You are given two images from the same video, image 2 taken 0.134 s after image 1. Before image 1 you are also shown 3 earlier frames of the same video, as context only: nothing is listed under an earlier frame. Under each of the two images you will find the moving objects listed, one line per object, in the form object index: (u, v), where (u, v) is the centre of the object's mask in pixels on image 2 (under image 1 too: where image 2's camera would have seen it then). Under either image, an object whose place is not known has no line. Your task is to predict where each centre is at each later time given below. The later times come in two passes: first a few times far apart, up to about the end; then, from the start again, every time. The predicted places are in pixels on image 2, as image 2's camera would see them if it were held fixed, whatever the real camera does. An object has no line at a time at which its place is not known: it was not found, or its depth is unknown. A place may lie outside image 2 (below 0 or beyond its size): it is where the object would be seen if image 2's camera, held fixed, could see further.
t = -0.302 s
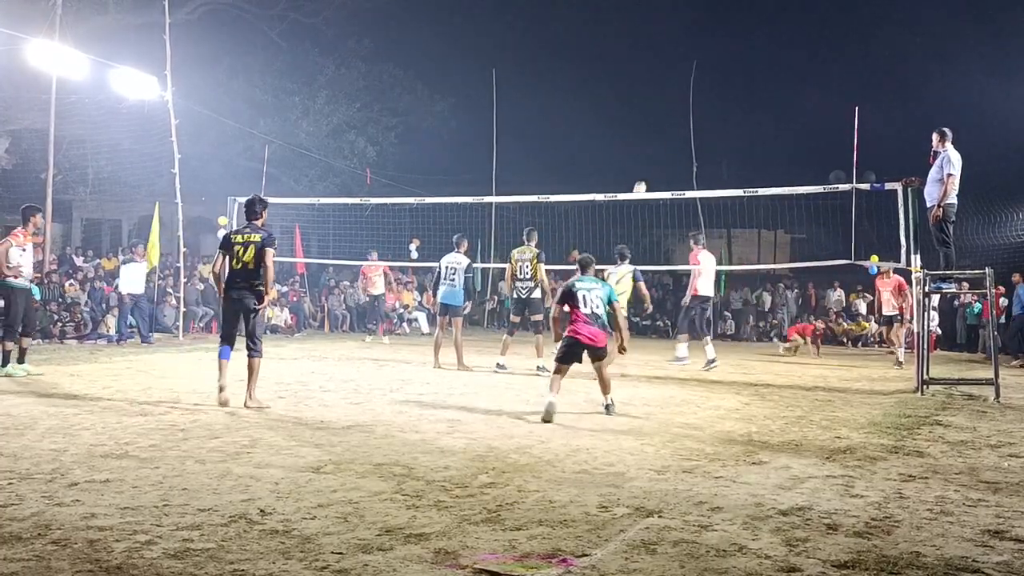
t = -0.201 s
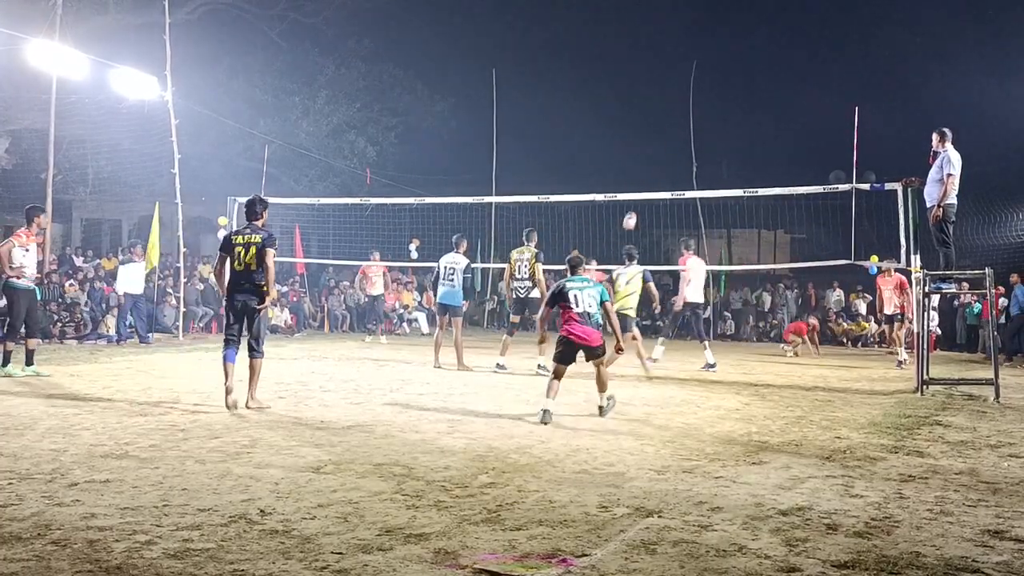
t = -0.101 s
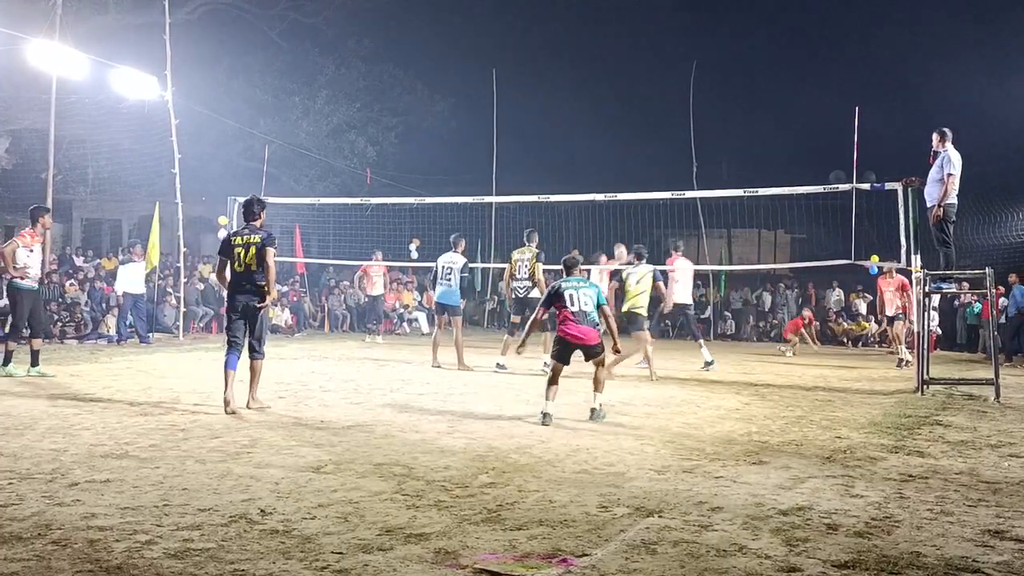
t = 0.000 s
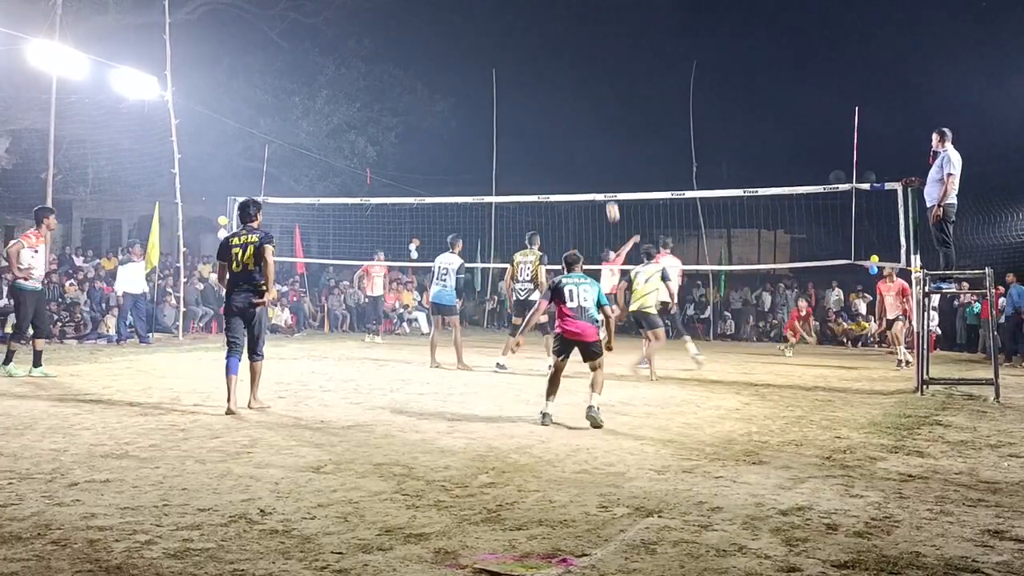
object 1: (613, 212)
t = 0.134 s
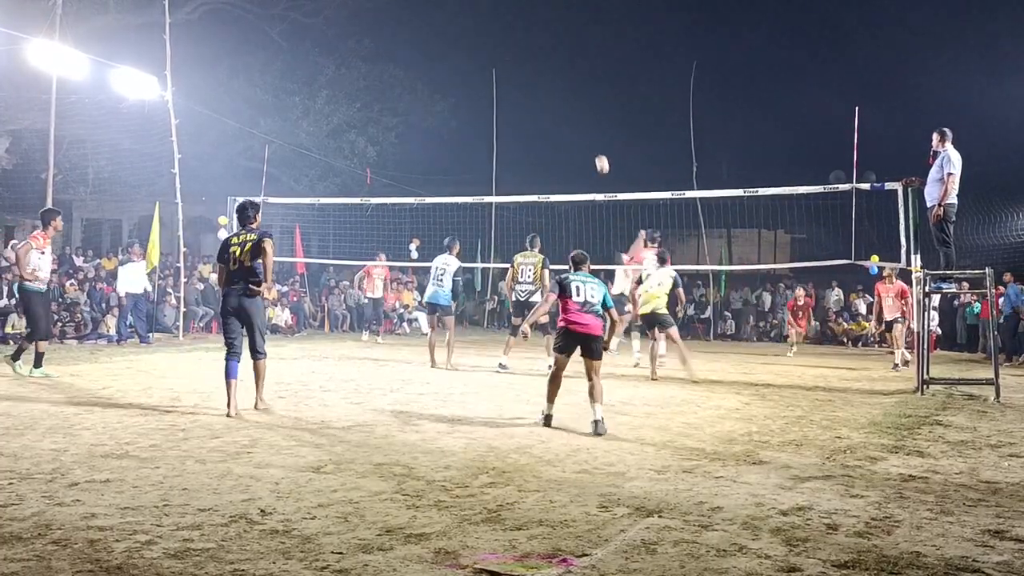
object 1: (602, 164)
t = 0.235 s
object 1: (594, 135)
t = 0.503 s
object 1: (570, 87)
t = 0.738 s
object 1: (548, 78)
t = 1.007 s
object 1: (523, 104)
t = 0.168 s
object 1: (599, 154)
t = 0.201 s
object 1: (596, 144)
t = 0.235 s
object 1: (594, 135)
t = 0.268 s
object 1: (591, 127)
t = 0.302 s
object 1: (588, 119)
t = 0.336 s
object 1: (585, 113)
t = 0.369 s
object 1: (582, 106)
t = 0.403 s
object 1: (579, 100)
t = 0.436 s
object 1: (576, 95)
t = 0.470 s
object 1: (573, 91)
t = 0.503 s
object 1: (570, 87)
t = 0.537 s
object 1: (567, 84)
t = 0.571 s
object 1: (564, 81)
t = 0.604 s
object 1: (561, 79)
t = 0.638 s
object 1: (558, 78)
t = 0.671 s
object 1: (555, 77)
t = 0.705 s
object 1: (552, 77)
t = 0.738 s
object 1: (548, 78)
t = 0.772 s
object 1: (545, 79)
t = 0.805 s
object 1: (542, 81)
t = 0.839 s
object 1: (539, 83)
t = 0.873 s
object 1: (536, 86)
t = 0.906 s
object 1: (533, 90)
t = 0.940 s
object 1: (530, 94)
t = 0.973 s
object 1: (526, 98)
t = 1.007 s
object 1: (523, 104)
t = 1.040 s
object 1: (520, 110)
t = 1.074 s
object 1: (516, 116)
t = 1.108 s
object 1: (514, 124)
